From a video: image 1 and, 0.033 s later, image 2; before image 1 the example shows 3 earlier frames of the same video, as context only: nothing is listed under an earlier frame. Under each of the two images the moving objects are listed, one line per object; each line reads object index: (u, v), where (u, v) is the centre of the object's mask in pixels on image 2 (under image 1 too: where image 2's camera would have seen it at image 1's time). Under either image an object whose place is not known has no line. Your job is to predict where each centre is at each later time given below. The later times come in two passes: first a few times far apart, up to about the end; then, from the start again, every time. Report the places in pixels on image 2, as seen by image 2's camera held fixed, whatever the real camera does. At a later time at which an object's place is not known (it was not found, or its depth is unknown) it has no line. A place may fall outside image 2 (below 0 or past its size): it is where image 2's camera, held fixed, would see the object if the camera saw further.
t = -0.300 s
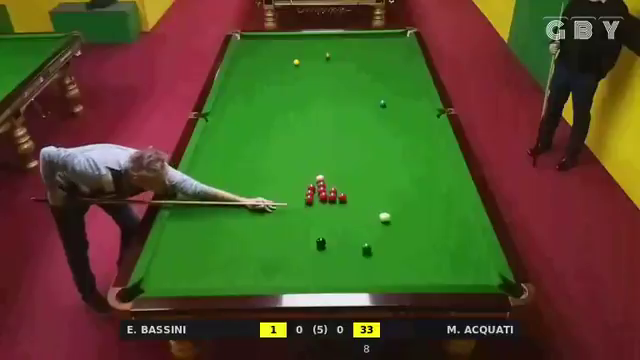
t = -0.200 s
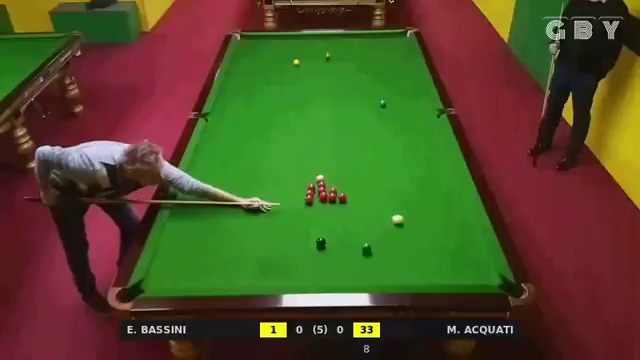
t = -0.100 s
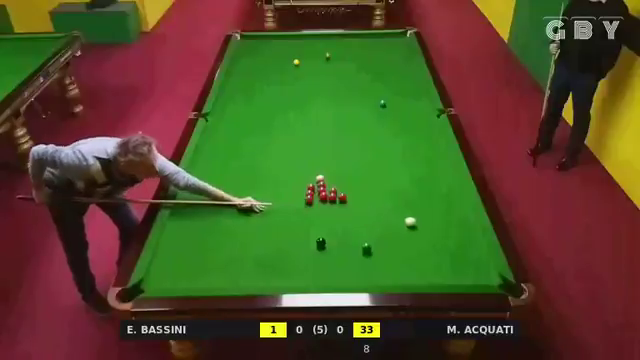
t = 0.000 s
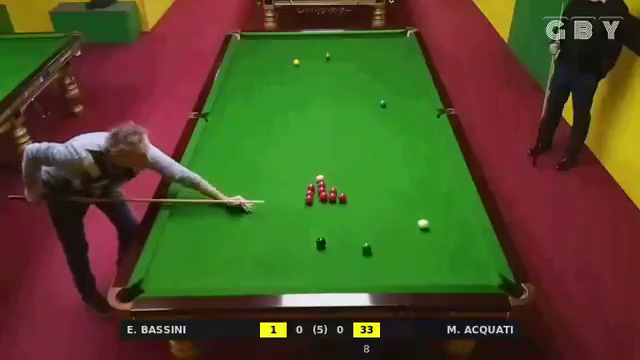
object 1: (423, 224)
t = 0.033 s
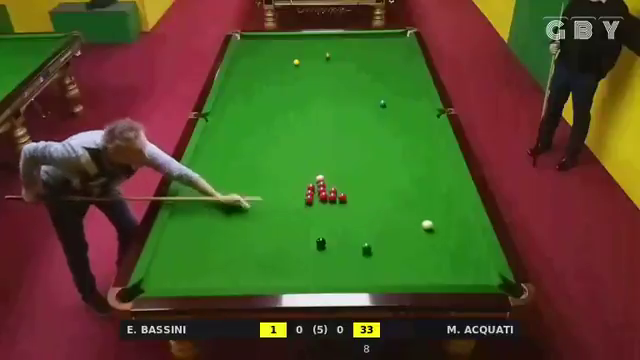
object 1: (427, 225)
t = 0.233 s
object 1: (453, 230)
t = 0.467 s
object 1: (474, 235)
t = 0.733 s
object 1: (454, 240)
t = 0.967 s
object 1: (437, 245)
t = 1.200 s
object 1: (420, 249)
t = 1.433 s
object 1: (405, 252)
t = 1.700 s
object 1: (388, 257)
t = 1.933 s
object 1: (375, 260)
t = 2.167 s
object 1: (362, 264)
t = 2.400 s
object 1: (350, 267)
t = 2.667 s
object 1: (338, 270)
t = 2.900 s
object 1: (328, 272)
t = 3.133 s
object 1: (319, 275)
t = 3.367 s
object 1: (311, 277)
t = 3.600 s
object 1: (304, 279)
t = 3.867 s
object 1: (297, 280)
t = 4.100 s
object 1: (292, 281)
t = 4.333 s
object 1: (289, 281)
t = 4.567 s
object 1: (287, 281)
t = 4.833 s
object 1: (286, 281)
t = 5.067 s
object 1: (285, 280)
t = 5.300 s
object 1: (285, 280)
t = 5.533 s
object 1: (285, 280)
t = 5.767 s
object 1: (285, 280)
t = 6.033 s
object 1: (285, 280)
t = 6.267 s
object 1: (285, 280)
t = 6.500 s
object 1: (285, 280)
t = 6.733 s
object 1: (285, 280)
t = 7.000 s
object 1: (286, 280)
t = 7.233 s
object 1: (286, 280)
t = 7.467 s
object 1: (286, 280)
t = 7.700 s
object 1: (286, 280)
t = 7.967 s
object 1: (286, 280)
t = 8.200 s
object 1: (286, 280)
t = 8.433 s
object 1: (286, 280)
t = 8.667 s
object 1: (286, 280)
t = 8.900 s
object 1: (286, 280)
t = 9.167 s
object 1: (286, 280)
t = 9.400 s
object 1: (286, 280)
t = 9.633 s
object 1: (286, 280)
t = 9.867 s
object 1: (286, 280)
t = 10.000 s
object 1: (286, 280)
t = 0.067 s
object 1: (432, 226)
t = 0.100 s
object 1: (436, 227)
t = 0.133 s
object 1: (440, 227)
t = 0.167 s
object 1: (444, 228)
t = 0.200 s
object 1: (449, 229)
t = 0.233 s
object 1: (453, 230)
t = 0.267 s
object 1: (457, 230)
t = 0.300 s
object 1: (461, 231)
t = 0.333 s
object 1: (466, 232)
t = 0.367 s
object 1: (470, 233)
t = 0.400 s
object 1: (474, 233)
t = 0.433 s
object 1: (477, 234)
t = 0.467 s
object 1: (474, 235)
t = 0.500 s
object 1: (472, 236)
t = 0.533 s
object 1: (470, 236)
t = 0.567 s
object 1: (467, 237)
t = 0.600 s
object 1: (465, 238)
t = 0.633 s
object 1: (462, 238)
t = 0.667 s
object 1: (459, 239)
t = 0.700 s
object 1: (457, 240)
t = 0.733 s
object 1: (454, 240)
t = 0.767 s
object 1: (452, 241)
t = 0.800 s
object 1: (449, 241)
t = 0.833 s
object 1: (447, 242)
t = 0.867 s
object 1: (444, 243)
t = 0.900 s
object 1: (441, 243)
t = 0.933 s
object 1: (439, 244)
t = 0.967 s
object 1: (437, 245)
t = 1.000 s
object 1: (434, 245)
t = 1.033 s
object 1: (432, 246)
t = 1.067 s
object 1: (430, 246)
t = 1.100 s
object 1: (427, 247)
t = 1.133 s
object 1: (425, 247)
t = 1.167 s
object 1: (423, 248)
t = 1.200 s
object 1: (420, 249)
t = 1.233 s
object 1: (418, 249)
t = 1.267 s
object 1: (416, 250)
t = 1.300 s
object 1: (414, 250)
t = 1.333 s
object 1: (412, 251)
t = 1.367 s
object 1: (409, 251)
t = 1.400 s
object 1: (407, 252)
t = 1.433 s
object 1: (405, 252)
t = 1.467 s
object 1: (403, 253)
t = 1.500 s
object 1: (401, 254)
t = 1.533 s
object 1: (399, 254)
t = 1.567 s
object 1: (396, 255)
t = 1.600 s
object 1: (394, 255)
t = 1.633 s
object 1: (392, 256)
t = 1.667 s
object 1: (390, 256)
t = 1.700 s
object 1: (388, 257)
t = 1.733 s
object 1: (386, 257)
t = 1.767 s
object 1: (384, 258)
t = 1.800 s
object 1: (382, 258)
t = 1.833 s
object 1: (380, 259)
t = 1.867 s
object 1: (378, 259)
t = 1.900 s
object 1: (377, 260)
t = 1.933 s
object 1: (375, 260)
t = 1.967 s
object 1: (373, 261)
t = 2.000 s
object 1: (371, 261)
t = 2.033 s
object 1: (369, 262)
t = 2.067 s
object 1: (367, 262)
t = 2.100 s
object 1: (365, 263)
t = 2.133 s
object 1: (364, 263)
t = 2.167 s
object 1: (362, 264)
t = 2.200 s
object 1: (361, 264)
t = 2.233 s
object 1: (359, 264)
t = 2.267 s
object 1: (357, 265)
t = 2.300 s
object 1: (355, 265)
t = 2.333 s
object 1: (354, 266)
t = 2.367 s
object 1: (352, 266)
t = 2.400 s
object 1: (350, 267)
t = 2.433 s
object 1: (349, 267)
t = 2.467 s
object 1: (347, 267)
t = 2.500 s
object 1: (345, 268)
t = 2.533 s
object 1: (344, 268)
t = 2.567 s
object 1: (342, 269)
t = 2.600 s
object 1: (341, 269)
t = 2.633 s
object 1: (339, 270)
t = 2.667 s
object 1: (338, 270)
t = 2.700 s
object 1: (336, 271)
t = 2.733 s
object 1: (335, 270)
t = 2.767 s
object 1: (333, 271)
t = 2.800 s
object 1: (332, 271)
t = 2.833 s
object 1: (331, 271)
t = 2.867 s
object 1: (329, 272)
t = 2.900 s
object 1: (328, 272)
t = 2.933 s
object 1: (327, 273)
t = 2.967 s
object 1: (325, 273)
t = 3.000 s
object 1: (324, 274)
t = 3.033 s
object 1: (323, 274)
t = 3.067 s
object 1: (321, 274)
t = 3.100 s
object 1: (320, 274)
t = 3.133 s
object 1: (319, 275)
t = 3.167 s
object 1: (318, 275)
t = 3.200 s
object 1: (317, 275)
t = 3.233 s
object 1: (315, 276)
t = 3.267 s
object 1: (314, 276)
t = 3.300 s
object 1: (313, 276)
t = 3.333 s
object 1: (312, 277)
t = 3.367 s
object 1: (311, 277)
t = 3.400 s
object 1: (310, 278)
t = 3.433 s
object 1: (309, 278)
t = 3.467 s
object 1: (308, 278)
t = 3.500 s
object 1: (307, 278)
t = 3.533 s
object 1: (306, 279)
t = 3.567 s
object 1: (305, 279)
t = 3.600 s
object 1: (304, 279)
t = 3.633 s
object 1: (303, 279)
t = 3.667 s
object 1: (302, 279)
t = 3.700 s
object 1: (301, 279)
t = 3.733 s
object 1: (300, 280)
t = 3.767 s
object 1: (300, 280)
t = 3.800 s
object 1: (299, 280)
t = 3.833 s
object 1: (298, 280)
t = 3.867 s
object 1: (297, 280)
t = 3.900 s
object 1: (296, 281)
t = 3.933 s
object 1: (296, 281)
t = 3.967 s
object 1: (295, 281)
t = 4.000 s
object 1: (294, 281)
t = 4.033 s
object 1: (294, 281)
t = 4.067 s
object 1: (293, 281)
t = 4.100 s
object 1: (292, 281)
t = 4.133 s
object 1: (292, 281)
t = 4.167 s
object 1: (291, 281)
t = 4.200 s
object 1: (291, 281)
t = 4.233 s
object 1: (290, 281)
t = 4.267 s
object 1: (290, 281)
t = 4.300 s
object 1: (289, 281)
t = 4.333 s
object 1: (289, 281)
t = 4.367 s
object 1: (289, 281)
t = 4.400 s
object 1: (288, 281)
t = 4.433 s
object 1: (288, 281)
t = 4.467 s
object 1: (288, 281)
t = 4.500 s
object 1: (287, 281)
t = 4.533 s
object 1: (287, 281)
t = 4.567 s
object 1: (287, 281)
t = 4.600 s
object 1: (287, 281)
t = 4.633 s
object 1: (286, 281)
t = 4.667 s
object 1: (286, 281)
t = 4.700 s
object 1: (286, 281)
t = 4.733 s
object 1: (286, 281)
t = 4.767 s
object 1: (286, 281)
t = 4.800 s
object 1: (286, 281)
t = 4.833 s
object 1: (286, 281)
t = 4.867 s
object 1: (286, 281)
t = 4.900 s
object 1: (285, 280)
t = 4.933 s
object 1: (285, 280)
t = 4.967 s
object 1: (285, 280)
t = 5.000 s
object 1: (285, 280)
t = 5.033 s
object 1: (285, 280)
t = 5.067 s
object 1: (285, 280)
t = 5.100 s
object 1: (285, 280)
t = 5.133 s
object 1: (285, 280)
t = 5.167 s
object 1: (285, 280)
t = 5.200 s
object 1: (285, 280)
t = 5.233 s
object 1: (285, 280)
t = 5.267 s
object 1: (285, 280)
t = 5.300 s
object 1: (285, 280)
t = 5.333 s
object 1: (285, 280)
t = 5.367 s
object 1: (285, 280)
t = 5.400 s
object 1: (285, 280)
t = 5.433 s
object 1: (285, 280)
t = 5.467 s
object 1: (285, 280)
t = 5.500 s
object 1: (285, 280)
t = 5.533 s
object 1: (285, 280)
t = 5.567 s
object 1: (285, 280)
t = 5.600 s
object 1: (285, 280)
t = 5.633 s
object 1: (285, 280)
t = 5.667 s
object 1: (285, 280)
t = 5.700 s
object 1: (285, 280)
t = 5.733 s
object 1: (285, 280)
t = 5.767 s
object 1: (285, 280)
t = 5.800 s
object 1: (285, 280)
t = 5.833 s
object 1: (285, 280)
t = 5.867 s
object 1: (285, 280)
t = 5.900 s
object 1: (285, 280)
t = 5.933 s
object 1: (285, 280)
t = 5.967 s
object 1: (285, 280)
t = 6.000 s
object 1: (285, 280)
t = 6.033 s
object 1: (285, 280)
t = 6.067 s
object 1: (285, 280)
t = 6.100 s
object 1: (285, 280)
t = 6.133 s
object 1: (285, 280)
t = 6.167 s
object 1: (285, 280)
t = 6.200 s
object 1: (285, 280)
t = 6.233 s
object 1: (285, 280)
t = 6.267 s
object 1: (285, 280)
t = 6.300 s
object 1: (285, 280)
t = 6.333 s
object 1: (285, 280)
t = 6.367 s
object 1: (285, 280)
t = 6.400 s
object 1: (285, 280)
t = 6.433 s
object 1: (285, 280)
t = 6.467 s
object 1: (285, 280)
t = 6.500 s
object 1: (285, 280)
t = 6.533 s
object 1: (285, 280)
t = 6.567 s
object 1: (285, 280)
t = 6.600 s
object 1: (285, 280)
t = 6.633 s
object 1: (285, 280)
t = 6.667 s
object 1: (285, 280)
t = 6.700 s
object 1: (285, 280)
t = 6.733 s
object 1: (285, 280)
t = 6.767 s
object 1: (286, 280)
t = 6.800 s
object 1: (286, 280)
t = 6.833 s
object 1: (286, 280)
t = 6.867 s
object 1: (286, 280)
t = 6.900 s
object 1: (286, 280)
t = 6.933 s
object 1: (286, 280)
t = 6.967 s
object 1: (286, 280)
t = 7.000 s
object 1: (286, 280)
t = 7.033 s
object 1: (286, 280)
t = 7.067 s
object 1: (286, 280)
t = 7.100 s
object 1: (286, 280)
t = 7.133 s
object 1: (286, 280)
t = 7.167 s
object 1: (286, 280)
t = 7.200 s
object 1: (286, 280)
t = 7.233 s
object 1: (286, 280)
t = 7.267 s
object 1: (286, 280)
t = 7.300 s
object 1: (286, 280)
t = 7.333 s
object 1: (286, 280)
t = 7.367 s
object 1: (286, 280)
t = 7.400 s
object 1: (286, 280)
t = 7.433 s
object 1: (286, 280)
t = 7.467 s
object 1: (286, 280)
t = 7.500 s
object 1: (286, 280)
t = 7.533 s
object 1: (286, 280)
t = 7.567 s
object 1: (286, 280)
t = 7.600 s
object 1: (286, 280)
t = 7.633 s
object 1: (286, 280)
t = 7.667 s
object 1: (286, 280)
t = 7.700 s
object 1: (286, 280)
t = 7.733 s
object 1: (286, 280)
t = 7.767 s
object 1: (286, 280)
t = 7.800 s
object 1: (286, 280)
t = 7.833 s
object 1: (286, 280)
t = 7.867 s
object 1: (286, 280)
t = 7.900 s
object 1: (286, 280)
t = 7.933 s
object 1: (286, 280)
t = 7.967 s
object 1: (286, 280)
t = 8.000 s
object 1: (286, 280)
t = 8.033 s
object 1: (286, 280)
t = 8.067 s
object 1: (286, 280)
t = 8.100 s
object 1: (286, 280)
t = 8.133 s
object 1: (286, 280)
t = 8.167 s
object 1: (286, 280)
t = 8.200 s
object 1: (286, 280)
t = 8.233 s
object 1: (286, 280)
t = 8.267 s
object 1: (286, 280)
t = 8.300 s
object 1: (286, 280)
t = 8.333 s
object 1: (286, 280)
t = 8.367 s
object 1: (286, 280)
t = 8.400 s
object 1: (286, 280)
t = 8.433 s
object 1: (286, 280)
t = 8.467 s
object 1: (286, 280)
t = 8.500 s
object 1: (286, 280)
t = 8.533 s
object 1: (286, 280)
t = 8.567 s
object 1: (286, 280)
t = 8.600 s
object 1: (286, 280)
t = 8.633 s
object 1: (286, 280)
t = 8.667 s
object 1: (286, 280)
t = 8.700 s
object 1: (286, 280)
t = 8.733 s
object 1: (286, 280)
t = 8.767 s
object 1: (286, 280)
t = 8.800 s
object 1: (286, 280)
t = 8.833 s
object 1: (286, 280)
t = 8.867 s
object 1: (286, 280)
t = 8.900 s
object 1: (286, 280)
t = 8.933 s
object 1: (286, 280)
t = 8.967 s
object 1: (286, 280)
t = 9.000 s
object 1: (286, 280)
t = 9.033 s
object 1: (286, 280)
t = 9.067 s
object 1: (286, 280)
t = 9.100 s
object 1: (286, 280)
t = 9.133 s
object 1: (286, 280)
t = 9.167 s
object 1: (286, 280)
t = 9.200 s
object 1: (286, 280)
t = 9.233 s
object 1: (286, 280)
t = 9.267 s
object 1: (286, 280)
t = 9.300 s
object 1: (286, 280)
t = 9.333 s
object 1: (286, 280)
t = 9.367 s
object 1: (286, 280)
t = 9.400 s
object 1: (286, 280)
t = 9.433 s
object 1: (286, 280)
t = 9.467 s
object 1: (286, 280)
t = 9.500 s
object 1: (286, 280)
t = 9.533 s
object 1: (286, 280)
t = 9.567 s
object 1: (286, 280)
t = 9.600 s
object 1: (286, 280)
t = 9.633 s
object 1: (286, 280)
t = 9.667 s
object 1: (286, 280)
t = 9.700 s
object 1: (286, 280)
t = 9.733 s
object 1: (286, 280)
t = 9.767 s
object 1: (286, 280)
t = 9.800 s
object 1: (286, 280)
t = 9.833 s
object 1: (286, 280)
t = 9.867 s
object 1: (286, 280)
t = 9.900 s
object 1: (286, 280)
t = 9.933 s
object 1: (286, 280)
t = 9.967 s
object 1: (286, 280)
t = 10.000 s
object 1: (286, 280)
